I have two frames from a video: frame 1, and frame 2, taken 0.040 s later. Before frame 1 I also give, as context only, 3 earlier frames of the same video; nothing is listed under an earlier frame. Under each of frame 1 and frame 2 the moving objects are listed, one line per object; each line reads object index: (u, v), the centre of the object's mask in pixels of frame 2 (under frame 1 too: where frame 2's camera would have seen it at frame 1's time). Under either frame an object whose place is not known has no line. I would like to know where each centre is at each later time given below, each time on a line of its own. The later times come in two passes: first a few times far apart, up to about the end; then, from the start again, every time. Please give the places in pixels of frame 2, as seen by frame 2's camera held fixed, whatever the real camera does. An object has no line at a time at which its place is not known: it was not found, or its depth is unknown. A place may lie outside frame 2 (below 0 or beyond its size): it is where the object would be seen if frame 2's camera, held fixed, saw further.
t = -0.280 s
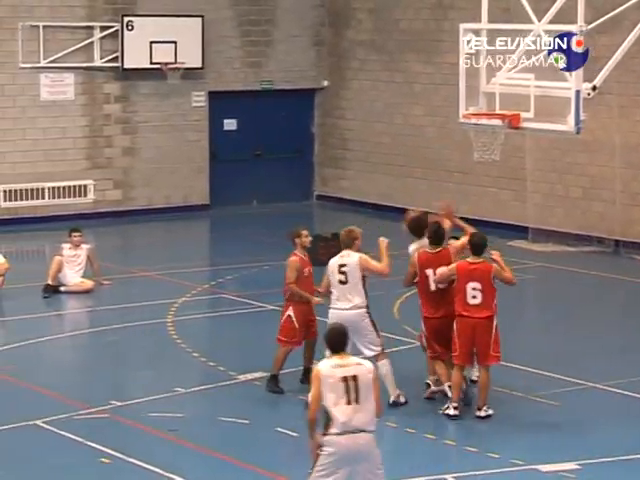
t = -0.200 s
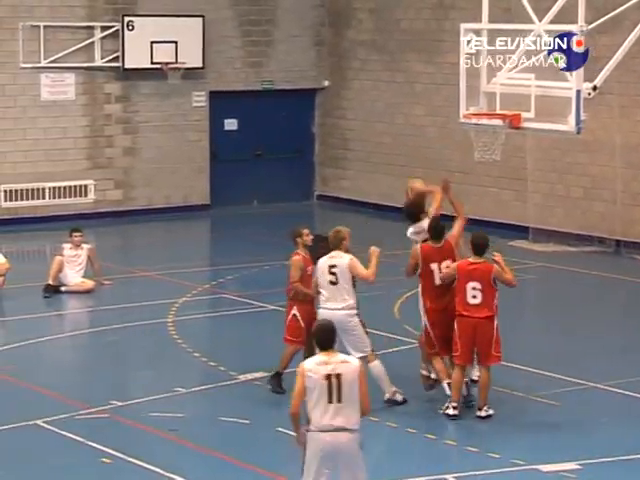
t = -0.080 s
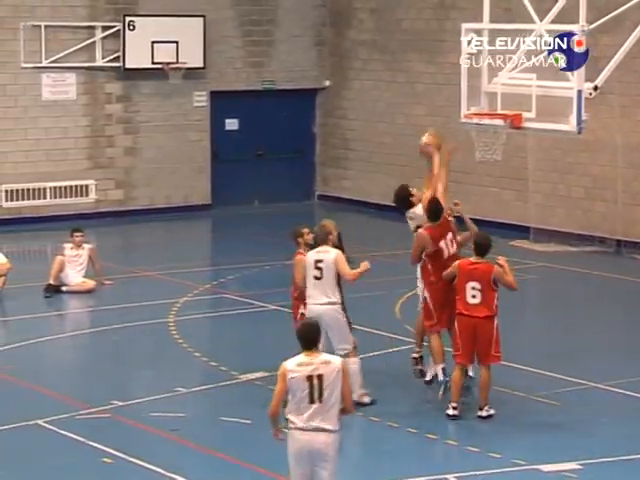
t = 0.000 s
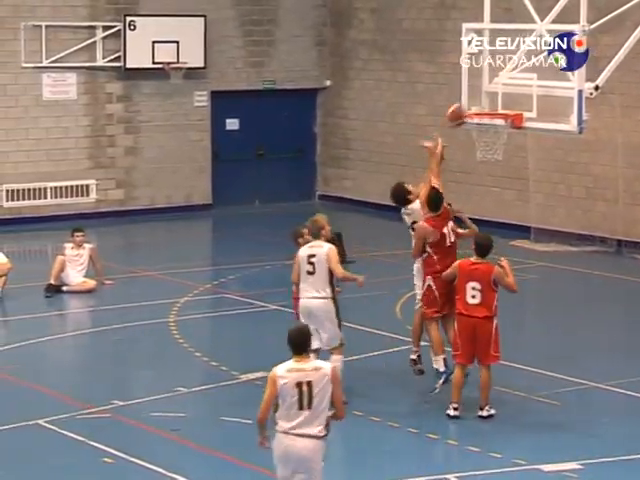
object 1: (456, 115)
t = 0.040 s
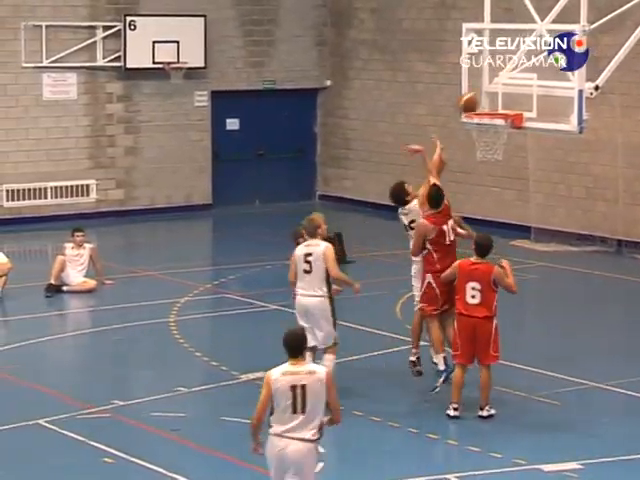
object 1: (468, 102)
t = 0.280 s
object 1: (469, 95)
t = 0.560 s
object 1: (449, 114)
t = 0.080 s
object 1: (481, 92)
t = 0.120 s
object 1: (483, 88)
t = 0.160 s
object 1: (480, 88)
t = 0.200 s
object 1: (476, 89)
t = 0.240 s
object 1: (472, 91)
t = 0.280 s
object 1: (469, 95)
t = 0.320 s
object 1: (464, 101)
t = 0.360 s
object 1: (462, 102)
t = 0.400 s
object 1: (459, 101)
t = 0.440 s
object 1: (457, 102)
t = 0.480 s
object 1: (455, 105)
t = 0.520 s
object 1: (451, 109)
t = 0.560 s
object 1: (449, 114)
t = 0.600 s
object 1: (446, 121)
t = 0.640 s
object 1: (443, 130)
